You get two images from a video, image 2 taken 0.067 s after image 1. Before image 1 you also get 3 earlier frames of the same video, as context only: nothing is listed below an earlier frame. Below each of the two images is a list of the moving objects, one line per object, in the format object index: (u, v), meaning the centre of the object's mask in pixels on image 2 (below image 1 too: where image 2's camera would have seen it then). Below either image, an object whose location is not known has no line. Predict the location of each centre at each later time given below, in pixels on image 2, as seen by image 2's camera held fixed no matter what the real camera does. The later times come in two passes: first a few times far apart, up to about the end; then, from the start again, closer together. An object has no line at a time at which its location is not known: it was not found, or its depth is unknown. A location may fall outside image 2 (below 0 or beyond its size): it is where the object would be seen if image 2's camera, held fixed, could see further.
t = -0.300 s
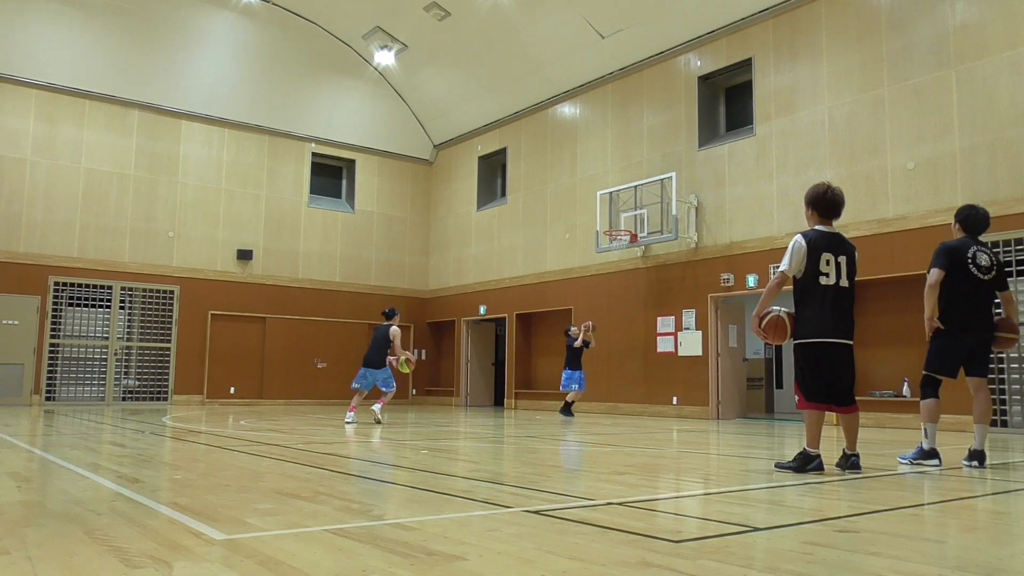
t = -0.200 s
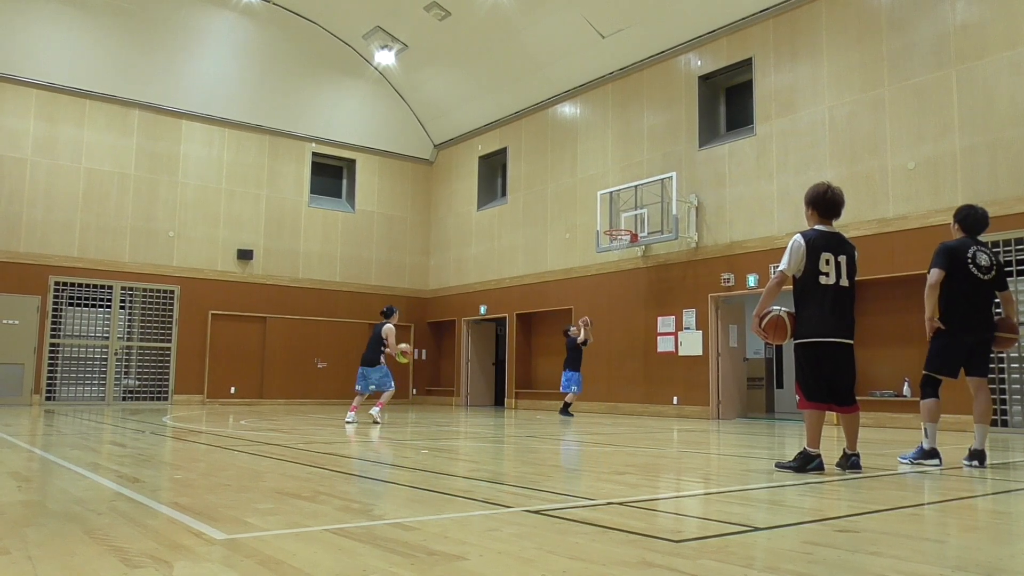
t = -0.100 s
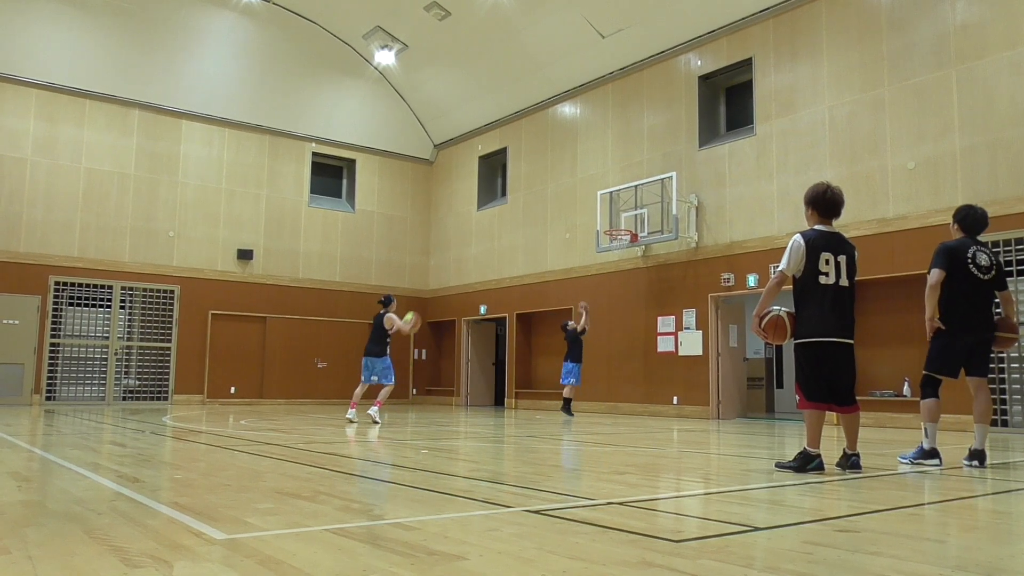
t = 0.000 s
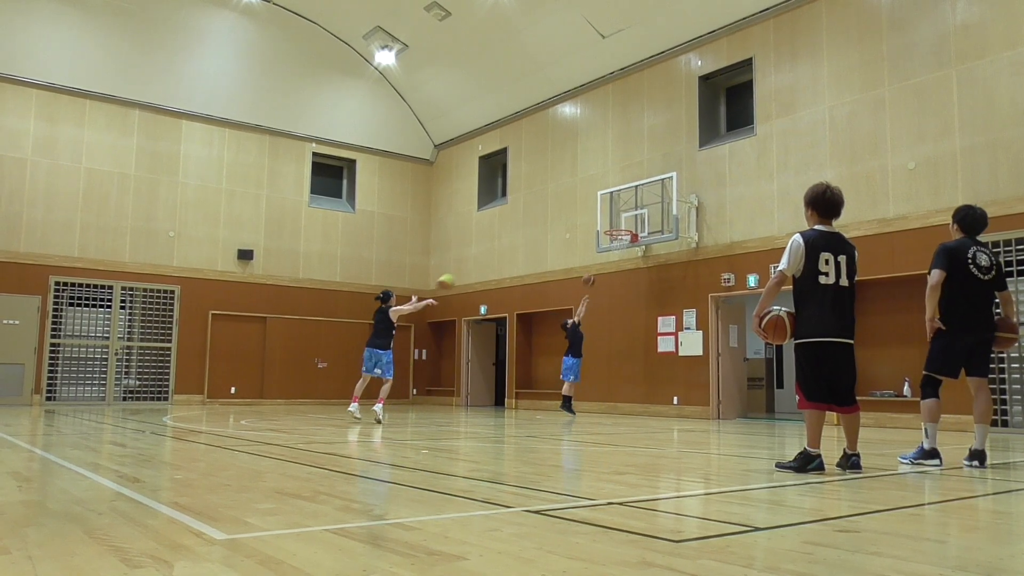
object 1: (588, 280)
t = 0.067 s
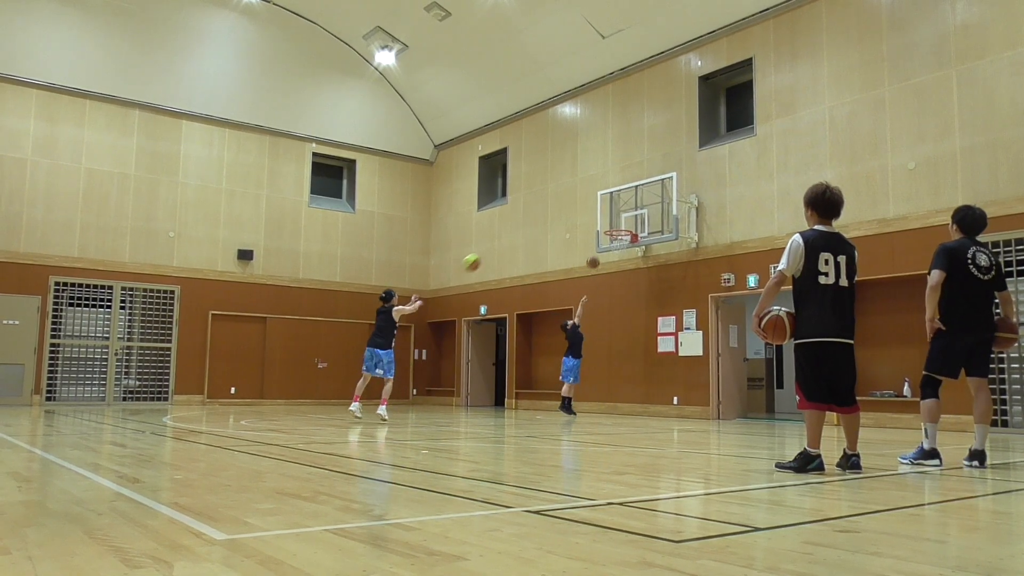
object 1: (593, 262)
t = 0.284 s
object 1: (608, 221)
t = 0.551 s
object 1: (612, 216)
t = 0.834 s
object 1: (601, 214)
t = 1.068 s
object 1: (591, 220)
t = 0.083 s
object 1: (594, 258)
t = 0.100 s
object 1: (595, 254)
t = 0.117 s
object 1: (596, 251)
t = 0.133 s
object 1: (597, 247)
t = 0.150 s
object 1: (599, 244)
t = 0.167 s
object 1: (600, 241)
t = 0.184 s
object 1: (601, 238)
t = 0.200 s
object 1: (602, 234)
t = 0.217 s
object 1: (603, 231)
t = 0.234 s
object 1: (604, 228)
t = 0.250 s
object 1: (605, 226)
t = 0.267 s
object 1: (607, 223)
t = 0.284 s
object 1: (608, 221)
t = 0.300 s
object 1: (609, 219)
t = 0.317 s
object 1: (610, 217)
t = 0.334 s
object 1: (611, 216)
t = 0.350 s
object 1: (612, 215)
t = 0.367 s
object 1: (613, 214)
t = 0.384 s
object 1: (612, 213)
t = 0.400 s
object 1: (612, 213)
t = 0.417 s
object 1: (612, 212)
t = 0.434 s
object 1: (612, 212)
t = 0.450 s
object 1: (612, 212)
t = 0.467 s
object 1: (612, 213)
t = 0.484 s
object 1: (612, 214)
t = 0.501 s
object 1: (612, 217)
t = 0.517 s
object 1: (611, 216)
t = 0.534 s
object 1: (611, 216)
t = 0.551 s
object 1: (612, 216)
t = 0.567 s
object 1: (612, 217)
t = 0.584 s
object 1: (611, 218)
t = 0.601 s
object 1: (611, 220)
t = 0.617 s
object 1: (611, 222)
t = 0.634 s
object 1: (610, 224)
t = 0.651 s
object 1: (609, 225)
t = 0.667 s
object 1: (608, 228)
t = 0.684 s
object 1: (608, 227)
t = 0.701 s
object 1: (608, 225)
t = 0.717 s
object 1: (607, 226)
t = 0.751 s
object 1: (607, 219)
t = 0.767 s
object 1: (605, 218)
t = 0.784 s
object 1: (603, 216)
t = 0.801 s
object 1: (603, 215)
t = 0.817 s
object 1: (602, 215)
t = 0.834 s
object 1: (601, 214)
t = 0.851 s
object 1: (601, 213)
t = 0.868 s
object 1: (600, 213)
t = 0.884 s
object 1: (599, 213)
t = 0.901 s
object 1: (598, 213)
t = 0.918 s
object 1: (598, 213)
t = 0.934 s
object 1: (597, 213)
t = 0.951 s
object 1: (596, 213)
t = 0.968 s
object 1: (595, 214)
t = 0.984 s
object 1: (595, 214)
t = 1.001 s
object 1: (594, 215)
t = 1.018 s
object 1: (593, 216)
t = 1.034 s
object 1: (593, 217)
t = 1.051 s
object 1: (592, 219)
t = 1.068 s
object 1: (591, 220)
